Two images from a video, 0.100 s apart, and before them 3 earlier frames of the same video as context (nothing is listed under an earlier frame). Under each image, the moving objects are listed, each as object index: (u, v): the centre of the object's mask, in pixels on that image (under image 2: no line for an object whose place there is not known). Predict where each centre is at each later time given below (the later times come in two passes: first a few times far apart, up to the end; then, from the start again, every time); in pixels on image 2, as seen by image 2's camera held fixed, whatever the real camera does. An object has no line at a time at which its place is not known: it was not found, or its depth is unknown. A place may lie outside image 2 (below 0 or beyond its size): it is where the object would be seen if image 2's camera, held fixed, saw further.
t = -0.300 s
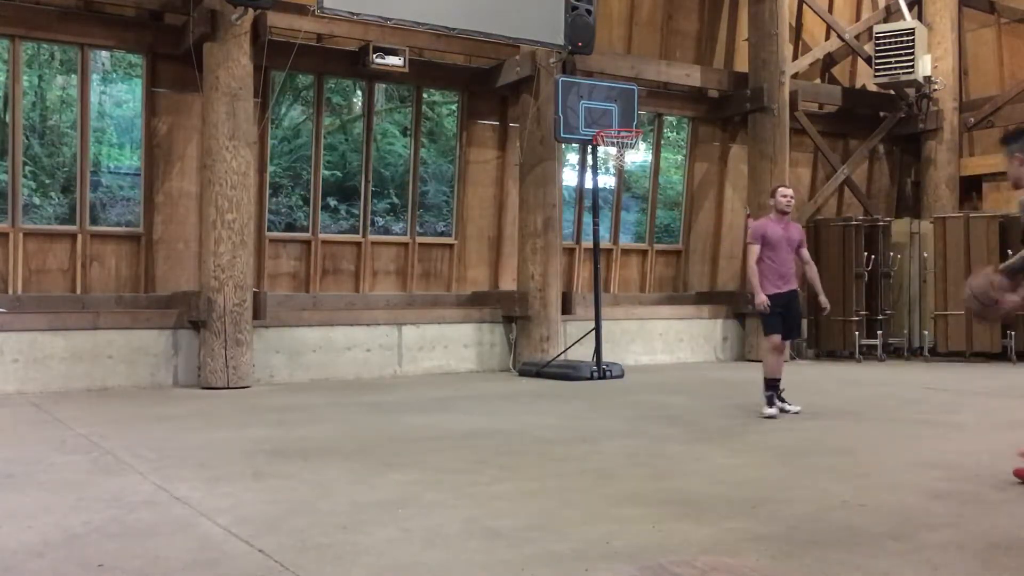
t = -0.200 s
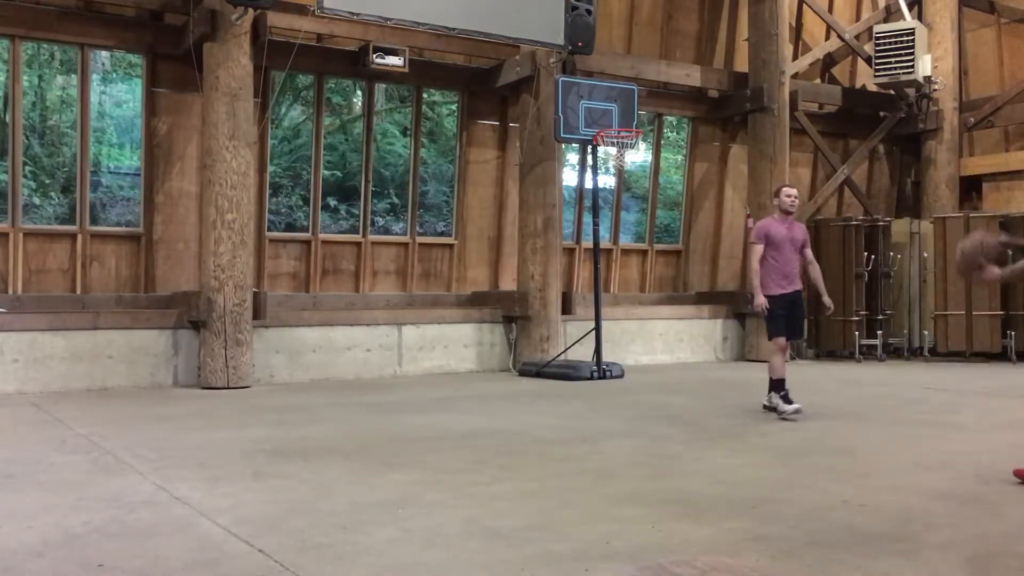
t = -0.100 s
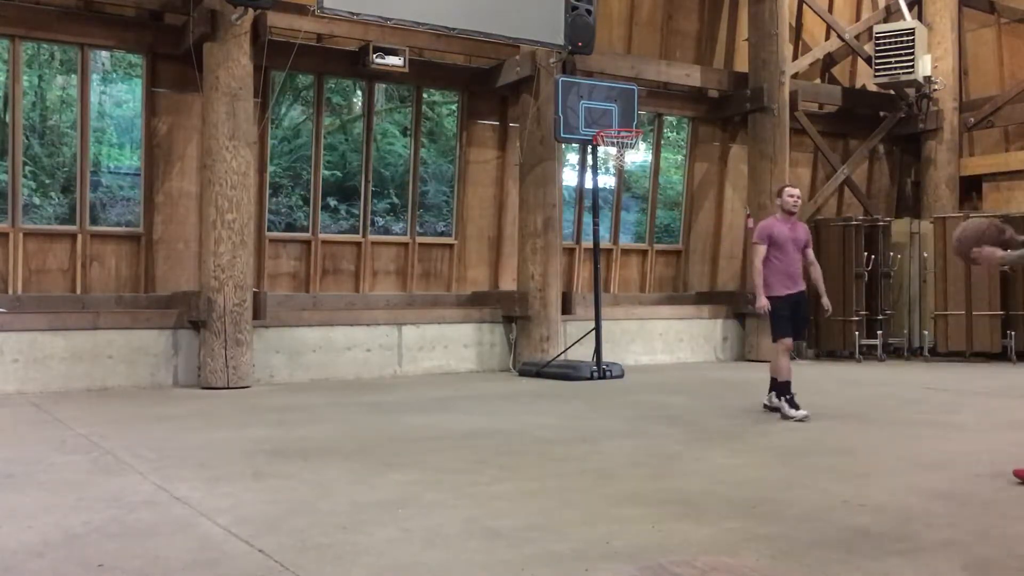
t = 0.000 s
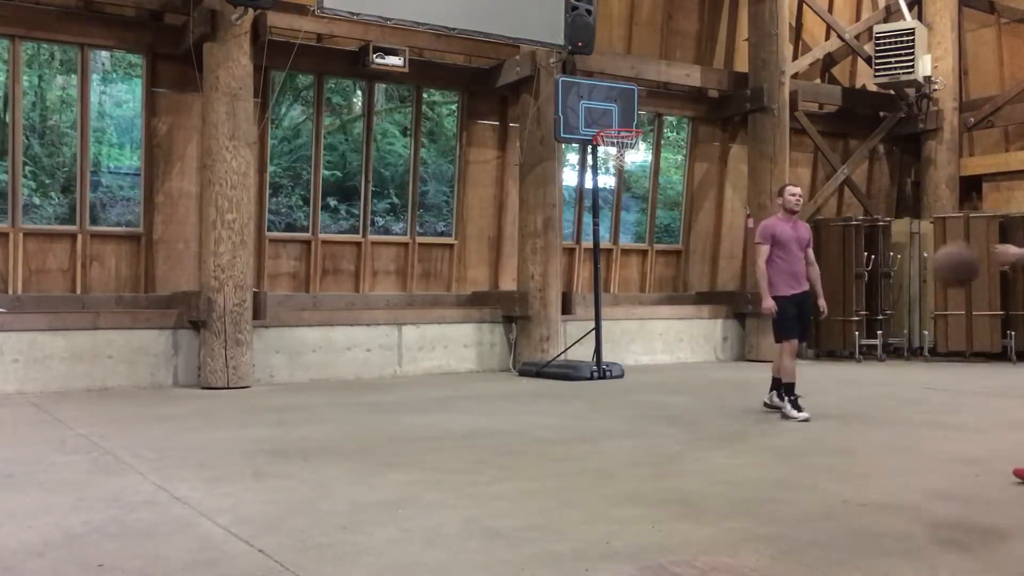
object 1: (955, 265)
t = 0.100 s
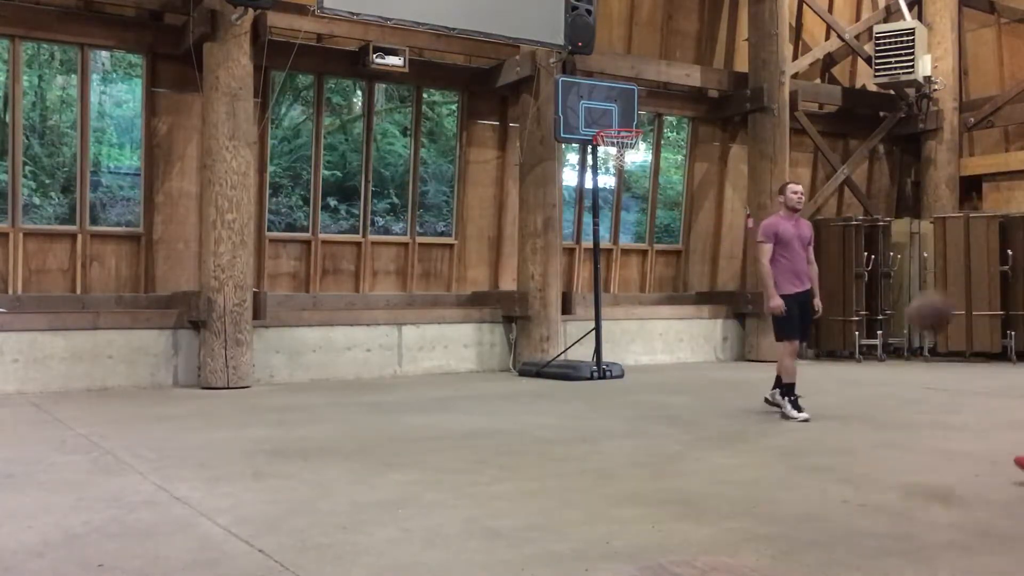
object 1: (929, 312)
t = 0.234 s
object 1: (900, 395)
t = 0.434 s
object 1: (886, 343)
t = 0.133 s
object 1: (922, 332)
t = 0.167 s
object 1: (914, 352)
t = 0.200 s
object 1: (907, 372)
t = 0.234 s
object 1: (900, 395)
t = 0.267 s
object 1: (893, 418)
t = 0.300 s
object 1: (891, 410)
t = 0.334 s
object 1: (890, 389)
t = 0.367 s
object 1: (888, 372)
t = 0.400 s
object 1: (888, 357)
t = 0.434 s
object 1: (886, 343)
